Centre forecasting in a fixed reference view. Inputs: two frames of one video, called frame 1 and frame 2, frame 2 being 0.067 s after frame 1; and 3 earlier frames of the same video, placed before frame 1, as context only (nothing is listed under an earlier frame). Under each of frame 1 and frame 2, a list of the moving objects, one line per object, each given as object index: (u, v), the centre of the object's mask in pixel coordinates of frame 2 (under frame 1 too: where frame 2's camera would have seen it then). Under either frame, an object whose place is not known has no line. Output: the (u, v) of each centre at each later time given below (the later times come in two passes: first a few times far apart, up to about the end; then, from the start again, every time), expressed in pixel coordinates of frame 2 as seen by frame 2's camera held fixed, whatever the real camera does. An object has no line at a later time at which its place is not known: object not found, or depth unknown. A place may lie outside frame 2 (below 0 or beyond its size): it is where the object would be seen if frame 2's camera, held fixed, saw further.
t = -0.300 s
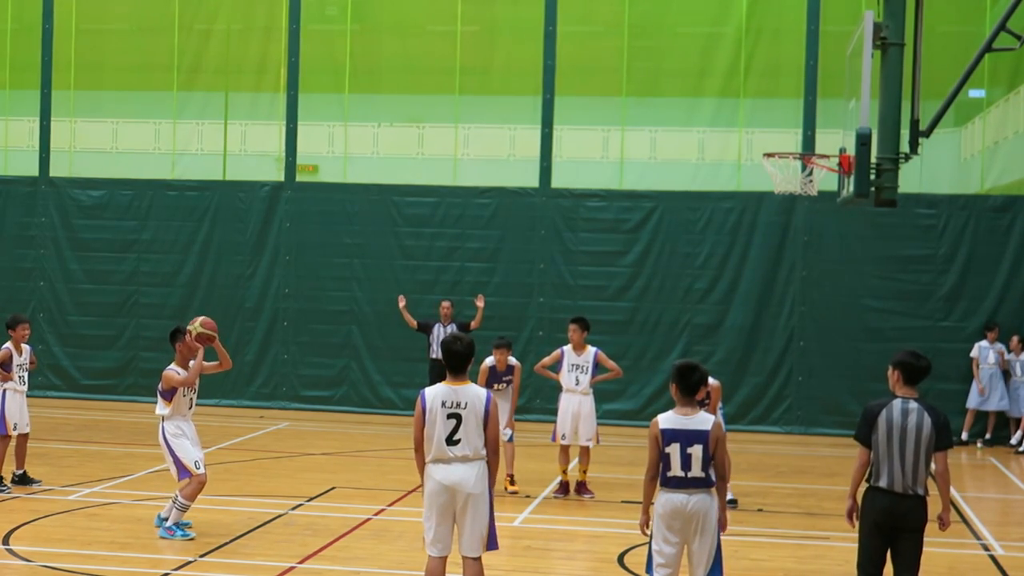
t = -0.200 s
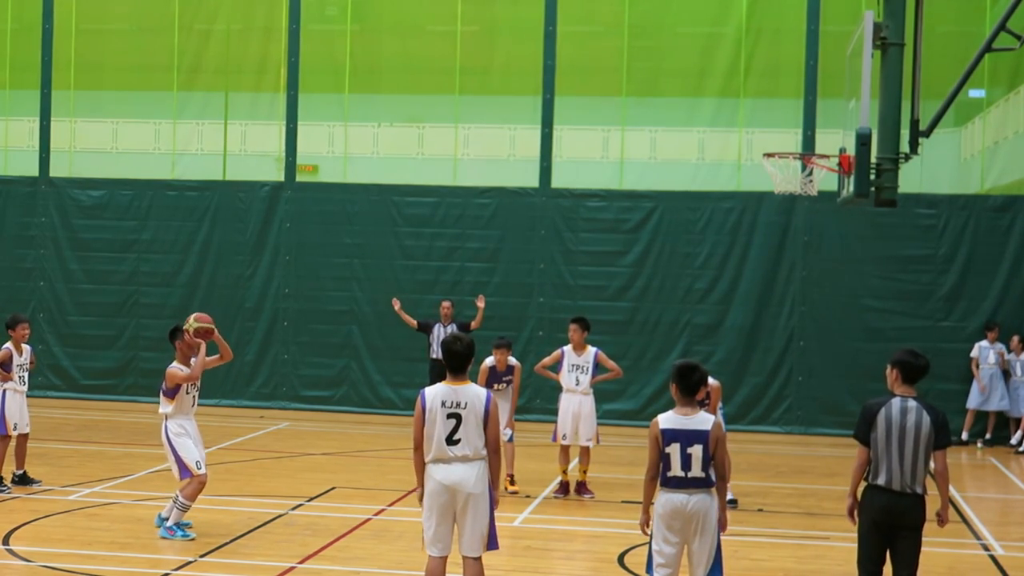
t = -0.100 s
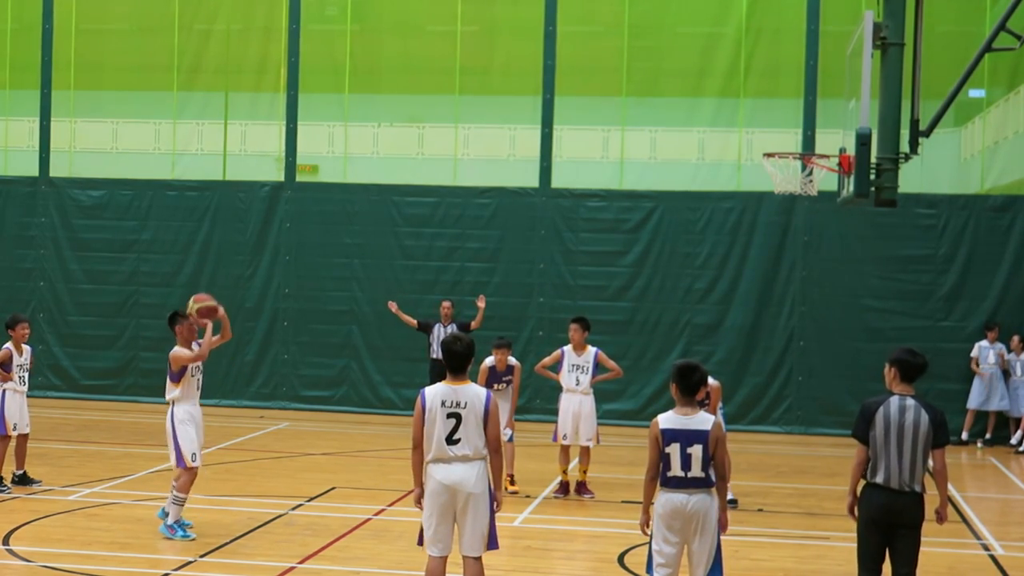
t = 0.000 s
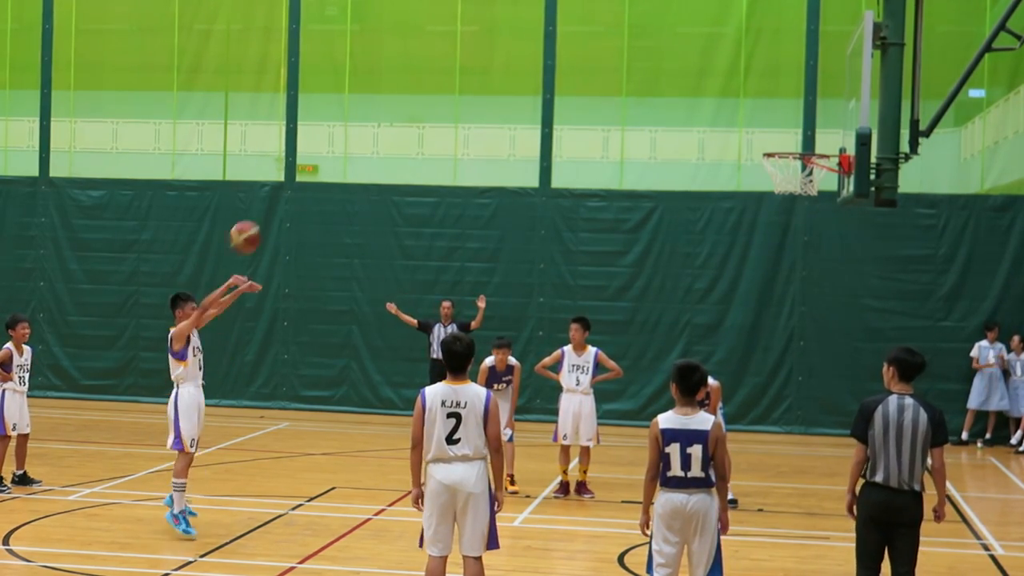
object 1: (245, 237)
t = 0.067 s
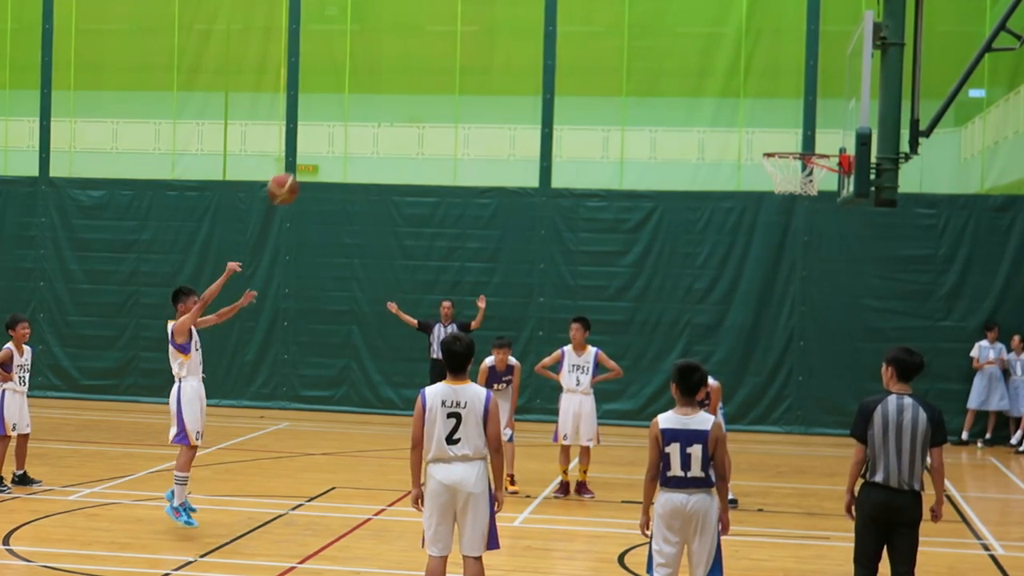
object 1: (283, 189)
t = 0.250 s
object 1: (388, 82)
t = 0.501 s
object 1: (530, 8)
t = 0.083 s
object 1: (293, 177)
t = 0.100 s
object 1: (302, 166)
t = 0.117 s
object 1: (312, 156)
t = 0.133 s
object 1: (322, 144)
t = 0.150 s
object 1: (331, 135)
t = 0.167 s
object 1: (340, 125)
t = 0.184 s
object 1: (350, 116)
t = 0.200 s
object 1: (360, 106)
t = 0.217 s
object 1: (369, 98)
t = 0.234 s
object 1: (378, 90)
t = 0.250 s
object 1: (388, 82)
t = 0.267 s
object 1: (398, 74)
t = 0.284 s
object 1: (407, 67)
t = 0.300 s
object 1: (417, 60)
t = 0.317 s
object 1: (426, 53)
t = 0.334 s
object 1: (436, 47)
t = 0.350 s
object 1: (445, 41)
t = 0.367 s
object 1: (454, 35)
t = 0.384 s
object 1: (464, 30)
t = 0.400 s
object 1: (474, 25)
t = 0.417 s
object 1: (483, 21)
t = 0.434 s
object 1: (492, 17)
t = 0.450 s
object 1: (502, 14)
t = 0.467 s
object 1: (511, 11)
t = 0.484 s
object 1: (520, 10)
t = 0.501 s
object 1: (530, 8)
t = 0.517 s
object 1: (540, 7)
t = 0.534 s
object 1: (549, 6)
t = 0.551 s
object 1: (558, 6)
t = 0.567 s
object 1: (567, 5)
